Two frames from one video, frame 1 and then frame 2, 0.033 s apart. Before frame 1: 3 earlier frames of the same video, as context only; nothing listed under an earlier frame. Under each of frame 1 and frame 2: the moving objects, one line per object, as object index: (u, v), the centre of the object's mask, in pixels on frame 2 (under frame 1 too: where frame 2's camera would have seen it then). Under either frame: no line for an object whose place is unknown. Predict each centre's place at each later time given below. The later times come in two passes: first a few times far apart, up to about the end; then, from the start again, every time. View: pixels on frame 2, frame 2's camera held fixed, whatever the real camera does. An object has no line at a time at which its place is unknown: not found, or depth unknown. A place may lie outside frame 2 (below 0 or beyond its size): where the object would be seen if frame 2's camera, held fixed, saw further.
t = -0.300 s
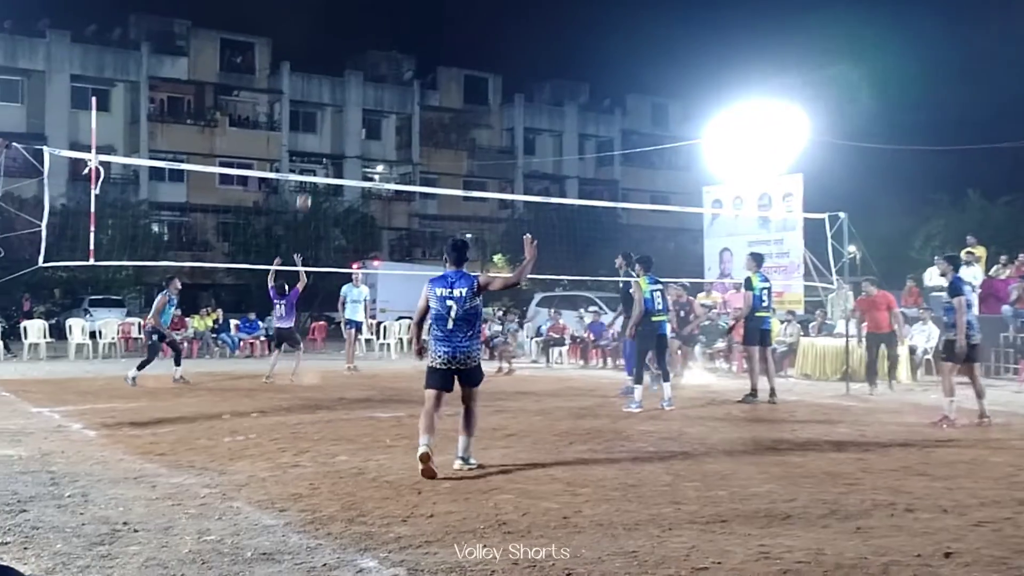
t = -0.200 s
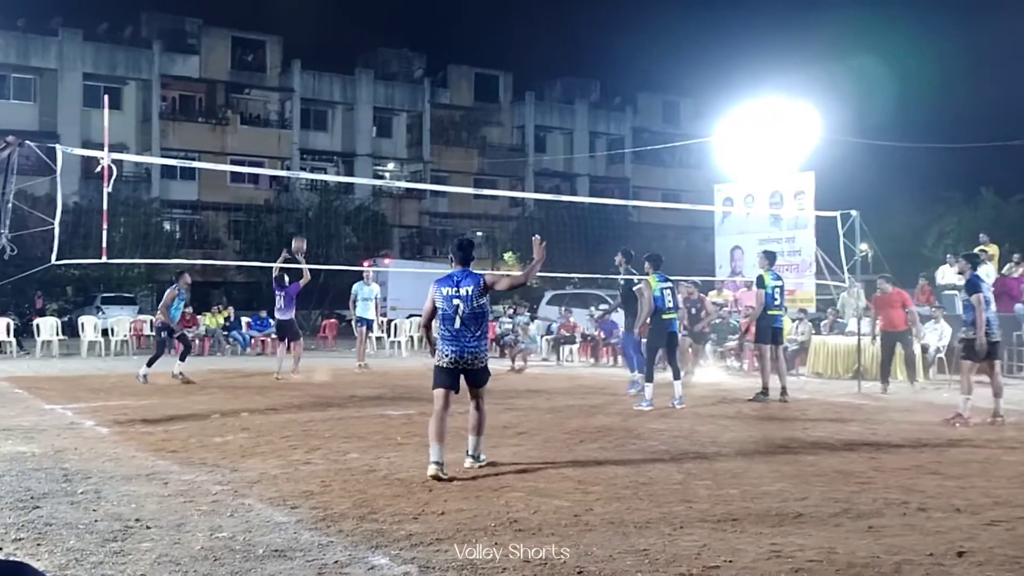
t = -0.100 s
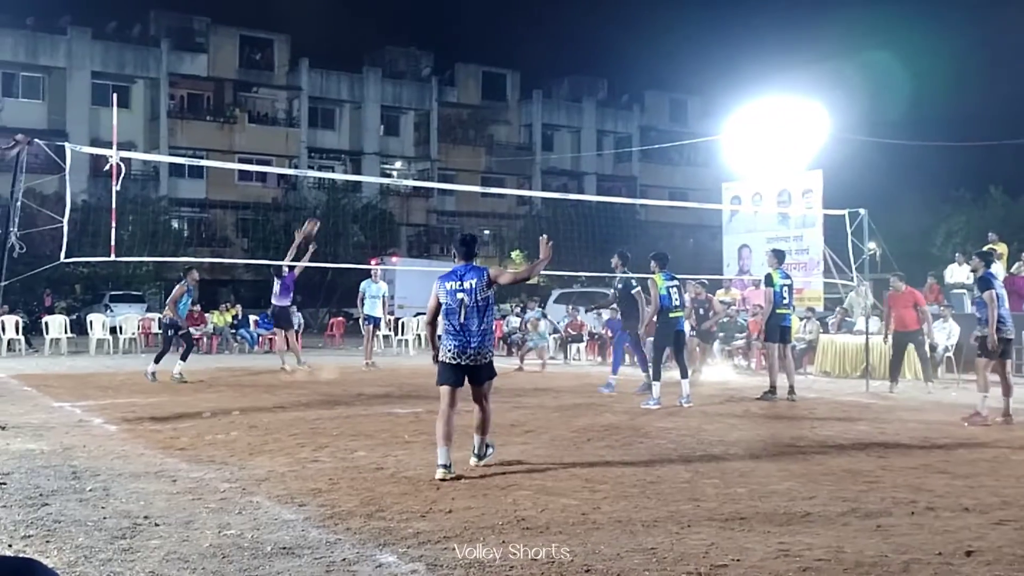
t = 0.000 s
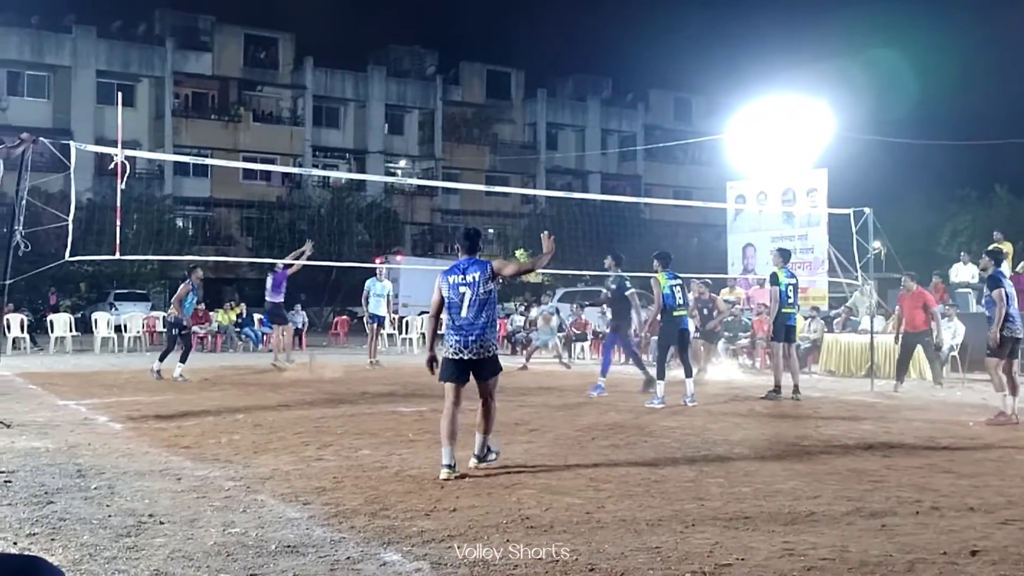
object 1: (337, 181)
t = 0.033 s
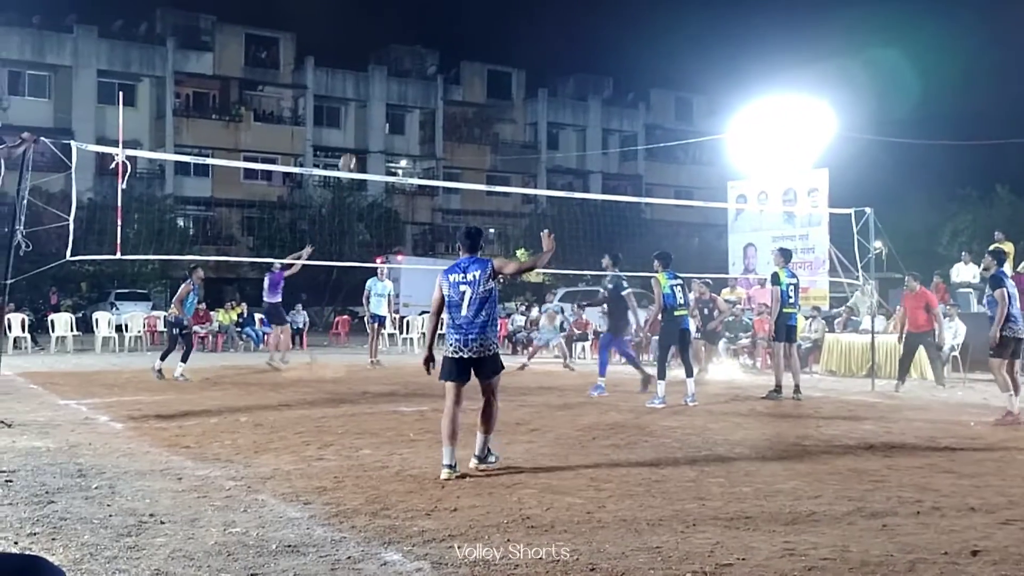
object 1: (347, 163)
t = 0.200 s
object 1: (387, 98)
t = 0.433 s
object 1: (444, 37)
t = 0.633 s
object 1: (495, 13)
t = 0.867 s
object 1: (554, 21)
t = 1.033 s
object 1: (597, 51)
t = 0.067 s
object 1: (355, 148)
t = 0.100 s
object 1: (363, 134)
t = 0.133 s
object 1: (371, 121)
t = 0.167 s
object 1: (379, 110)
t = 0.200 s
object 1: (387, 98)
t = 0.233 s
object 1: (395, 87)
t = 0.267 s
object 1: (404, 77)
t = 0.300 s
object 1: (412, 67)
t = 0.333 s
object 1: (420, 59)
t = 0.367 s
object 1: (428, 51)
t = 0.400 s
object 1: (436, 44)
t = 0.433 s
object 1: (444, 37)
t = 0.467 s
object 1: (453, 31)
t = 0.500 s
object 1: (461, 26)
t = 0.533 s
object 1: (469, 22)
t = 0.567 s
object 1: (478, 18)
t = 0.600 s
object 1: (486, 15)
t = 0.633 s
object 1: (495, 13)
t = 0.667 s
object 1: (503, 12)
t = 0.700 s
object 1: (511, 11)
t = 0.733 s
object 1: (520, 12)
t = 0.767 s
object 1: (529, 13)
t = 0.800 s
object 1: (537, 15)
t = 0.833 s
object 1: (545, 17)
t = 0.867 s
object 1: (554, 21)
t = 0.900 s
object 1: (562, 25)
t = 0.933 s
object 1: (571, 30)
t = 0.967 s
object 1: (580, 36)
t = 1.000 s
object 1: (588, 42)
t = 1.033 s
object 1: (597, 51)
